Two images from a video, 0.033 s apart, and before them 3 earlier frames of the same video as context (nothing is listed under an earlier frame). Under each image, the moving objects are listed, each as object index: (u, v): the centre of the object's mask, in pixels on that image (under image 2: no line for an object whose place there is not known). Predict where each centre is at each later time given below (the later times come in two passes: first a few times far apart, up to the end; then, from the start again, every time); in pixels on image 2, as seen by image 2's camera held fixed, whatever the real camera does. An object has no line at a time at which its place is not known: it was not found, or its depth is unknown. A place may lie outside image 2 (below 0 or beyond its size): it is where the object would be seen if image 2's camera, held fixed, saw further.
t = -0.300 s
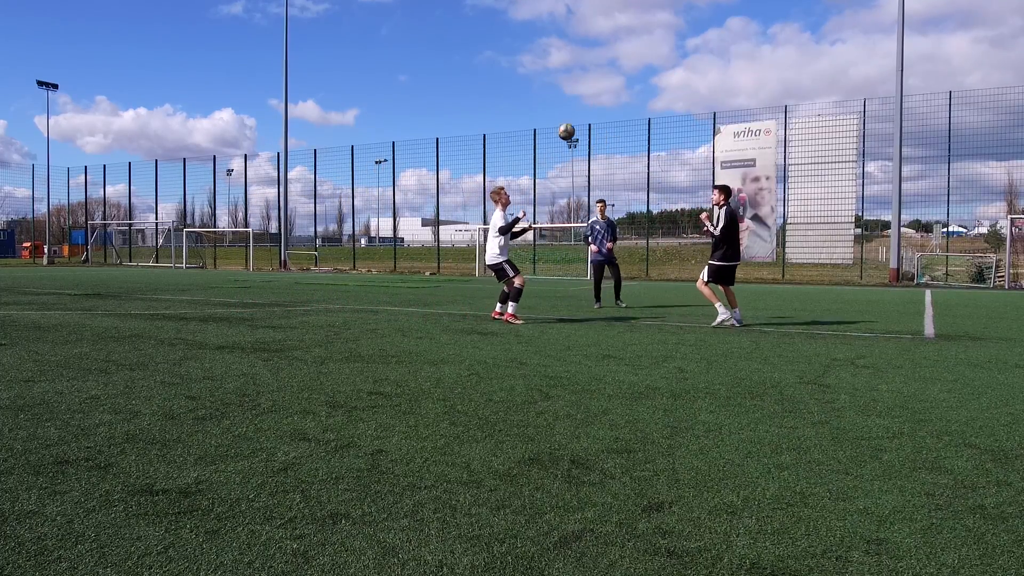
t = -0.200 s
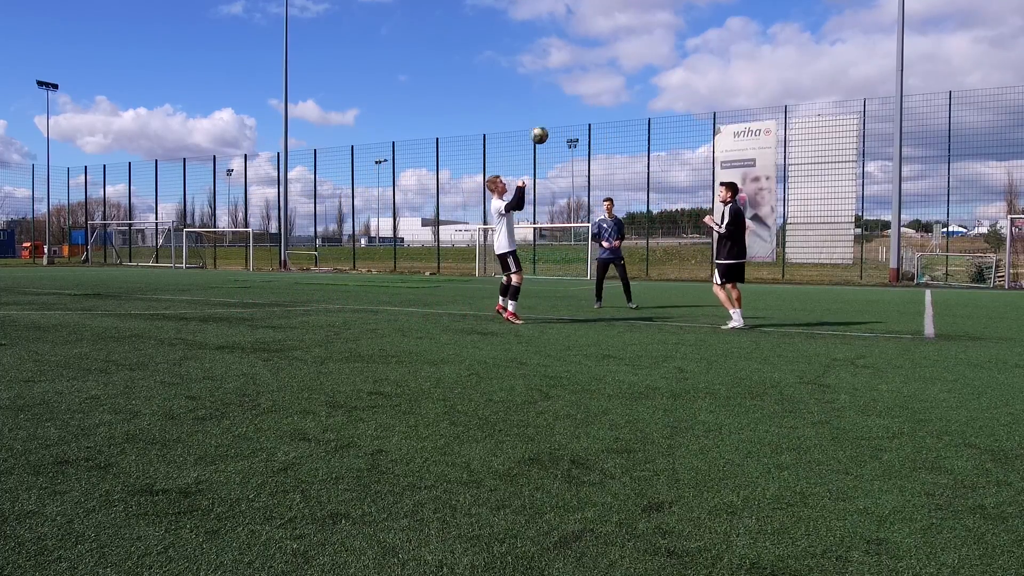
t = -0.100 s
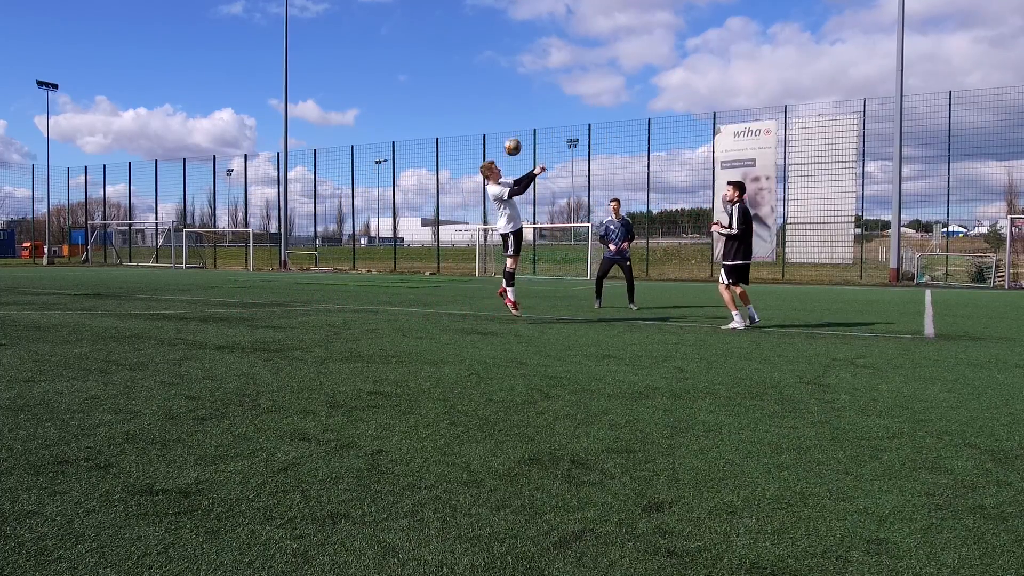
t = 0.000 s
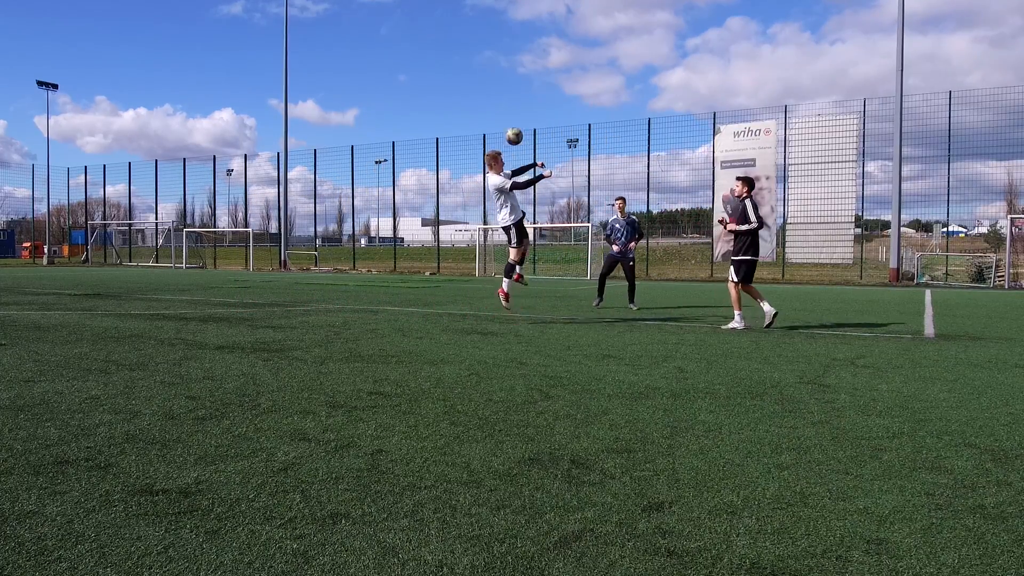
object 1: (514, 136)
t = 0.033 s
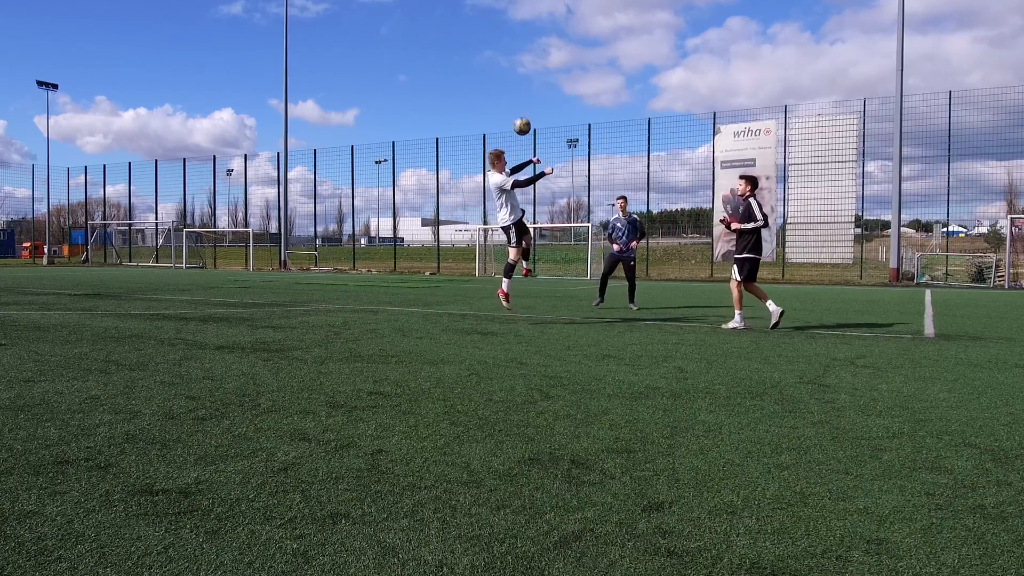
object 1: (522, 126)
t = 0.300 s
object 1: (587, 79)
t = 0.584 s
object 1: (654, 92)
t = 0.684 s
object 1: (677, 112)
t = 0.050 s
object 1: (526, 122)
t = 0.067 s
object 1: (530, 118)
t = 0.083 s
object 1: (534, 113)
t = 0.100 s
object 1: (538, 109)
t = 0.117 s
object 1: (542, 106)
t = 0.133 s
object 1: (546, 102)
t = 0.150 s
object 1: (550, 99)
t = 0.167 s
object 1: (554, 96)
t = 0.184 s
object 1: (558, 93)
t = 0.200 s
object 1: (562, 90)
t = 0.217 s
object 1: (566, 88)
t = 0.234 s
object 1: (570, 86)
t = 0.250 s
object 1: (574, 84)
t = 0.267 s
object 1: (578, 82)
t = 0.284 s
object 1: (582, 80)
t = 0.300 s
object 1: (587, 79)
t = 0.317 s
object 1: (590, 78)
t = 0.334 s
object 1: (594, 77)
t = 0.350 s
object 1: (598, 76)
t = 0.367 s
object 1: (602, 76)
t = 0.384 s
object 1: (606, 76)
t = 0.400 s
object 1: (610, 76)
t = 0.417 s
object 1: (614, 76)
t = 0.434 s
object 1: (618, 77)
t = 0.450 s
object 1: (622, 77)
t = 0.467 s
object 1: (626, 78)
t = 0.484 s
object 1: (630, 80)
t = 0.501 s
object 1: (634, 81)
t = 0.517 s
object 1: (638, 83)
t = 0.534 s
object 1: (642, 85)
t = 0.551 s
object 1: (646, 87)
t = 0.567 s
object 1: (650, 89)
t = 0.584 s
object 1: (654, 92)
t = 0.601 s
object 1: (658, 94)
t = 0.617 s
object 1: (662, 97)
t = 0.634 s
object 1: (666, 101)
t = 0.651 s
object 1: (669, 104)
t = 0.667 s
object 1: (673, 108)
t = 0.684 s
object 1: (677, 112)
